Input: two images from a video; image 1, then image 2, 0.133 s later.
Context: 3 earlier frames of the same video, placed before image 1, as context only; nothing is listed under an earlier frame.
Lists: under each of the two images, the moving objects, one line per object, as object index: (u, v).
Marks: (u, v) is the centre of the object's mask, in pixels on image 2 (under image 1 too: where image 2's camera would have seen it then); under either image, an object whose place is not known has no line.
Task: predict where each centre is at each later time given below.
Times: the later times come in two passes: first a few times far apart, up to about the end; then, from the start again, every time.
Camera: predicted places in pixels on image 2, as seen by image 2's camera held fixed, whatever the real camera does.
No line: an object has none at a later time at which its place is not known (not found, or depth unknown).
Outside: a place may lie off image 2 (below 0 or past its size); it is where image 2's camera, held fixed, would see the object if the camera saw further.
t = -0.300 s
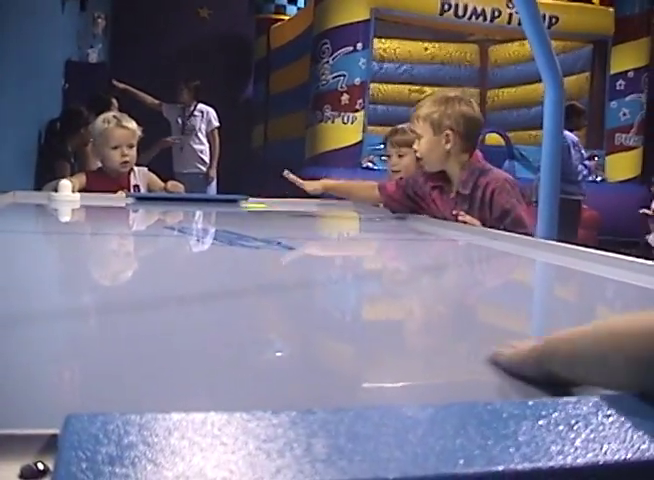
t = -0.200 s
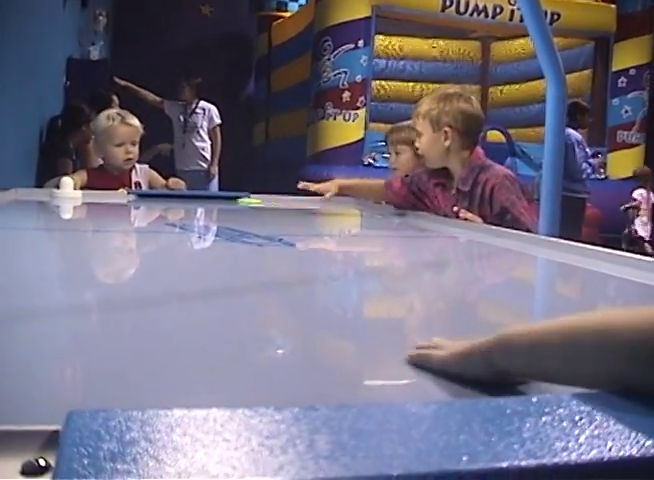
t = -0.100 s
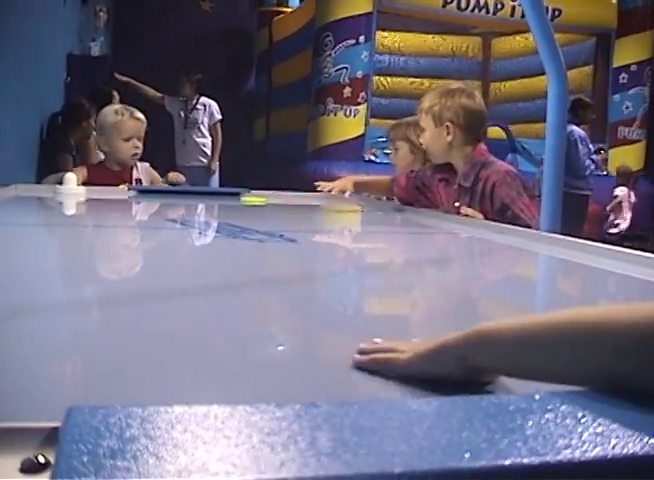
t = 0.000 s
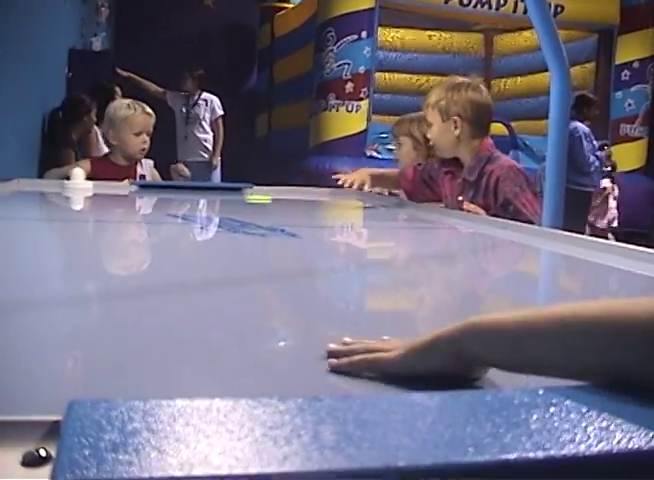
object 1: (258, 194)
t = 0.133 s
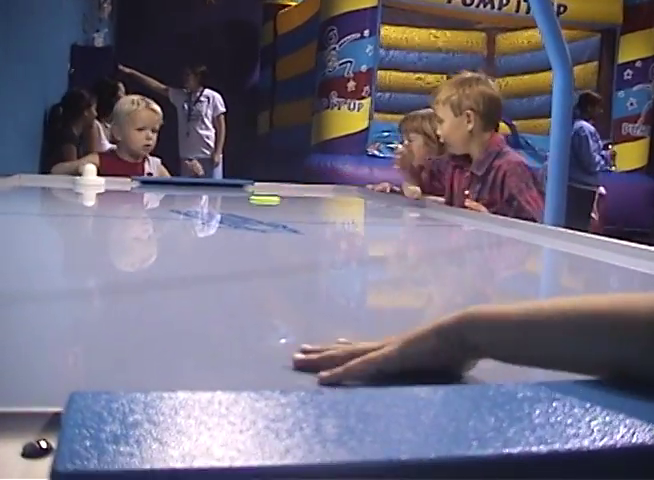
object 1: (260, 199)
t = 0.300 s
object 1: (267, 204)
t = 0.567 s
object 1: (284, 217)
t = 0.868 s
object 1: (310, 241)
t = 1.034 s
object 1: (333, 263)
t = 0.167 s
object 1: (261, 199)
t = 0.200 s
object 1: (262, 200)
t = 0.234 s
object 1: (264, 202)
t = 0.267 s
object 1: (265, 203)
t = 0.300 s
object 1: (267, 204)
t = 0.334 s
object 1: (270, 205)
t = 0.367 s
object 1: (271, 207)
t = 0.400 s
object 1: (275, 209)
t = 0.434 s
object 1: (276, 210)
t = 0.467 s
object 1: (278, 212)
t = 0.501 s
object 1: (280, 213)
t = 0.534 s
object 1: (282, 215)
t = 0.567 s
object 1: (284, 217)
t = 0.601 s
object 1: (286, 219)
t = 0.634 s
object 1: (289, 221)
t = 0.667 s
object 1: (292, 224)
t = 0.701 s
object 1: (295, 227)
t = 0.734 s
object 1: (297, 229)
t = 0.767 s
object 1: (300, 232)
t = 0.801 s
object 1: (303, 234)
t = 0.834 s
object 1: (306, 237)
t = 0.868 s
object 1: (310, 241)
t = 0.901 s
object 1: (314, 245)
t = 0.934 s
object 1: (318, 249)
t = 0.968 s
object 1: (322, 253)
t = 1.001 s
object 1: (328, 258)
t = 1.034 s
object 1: (333, 263)
